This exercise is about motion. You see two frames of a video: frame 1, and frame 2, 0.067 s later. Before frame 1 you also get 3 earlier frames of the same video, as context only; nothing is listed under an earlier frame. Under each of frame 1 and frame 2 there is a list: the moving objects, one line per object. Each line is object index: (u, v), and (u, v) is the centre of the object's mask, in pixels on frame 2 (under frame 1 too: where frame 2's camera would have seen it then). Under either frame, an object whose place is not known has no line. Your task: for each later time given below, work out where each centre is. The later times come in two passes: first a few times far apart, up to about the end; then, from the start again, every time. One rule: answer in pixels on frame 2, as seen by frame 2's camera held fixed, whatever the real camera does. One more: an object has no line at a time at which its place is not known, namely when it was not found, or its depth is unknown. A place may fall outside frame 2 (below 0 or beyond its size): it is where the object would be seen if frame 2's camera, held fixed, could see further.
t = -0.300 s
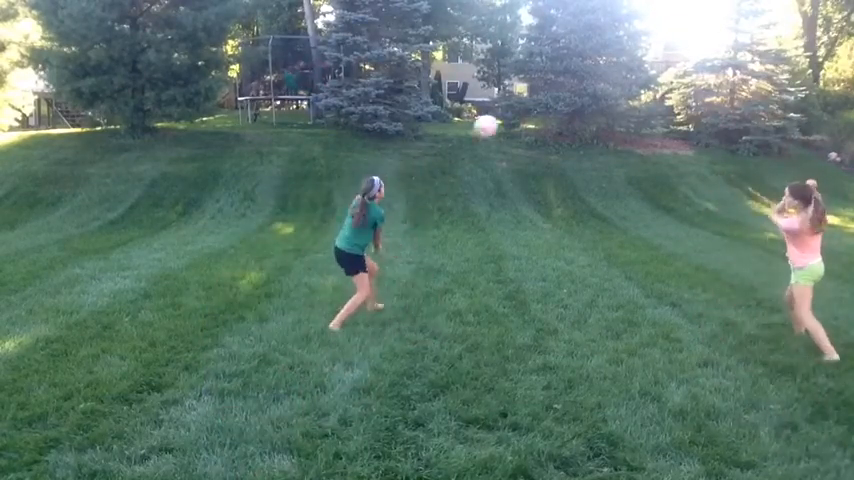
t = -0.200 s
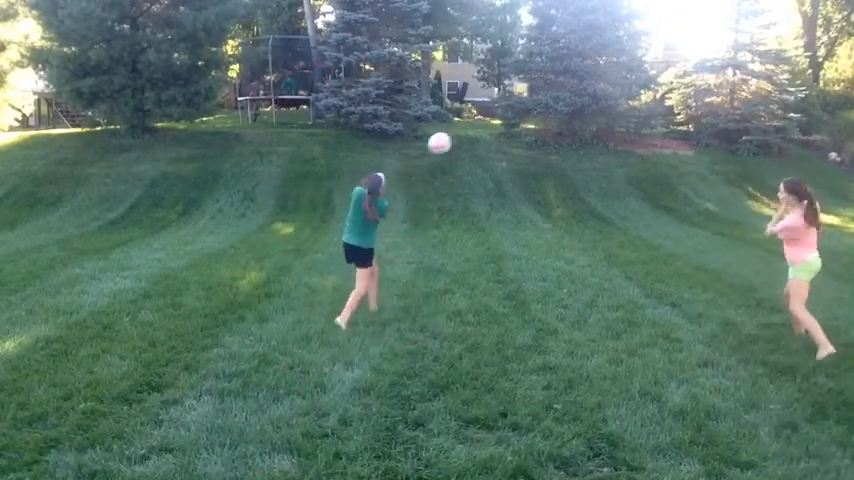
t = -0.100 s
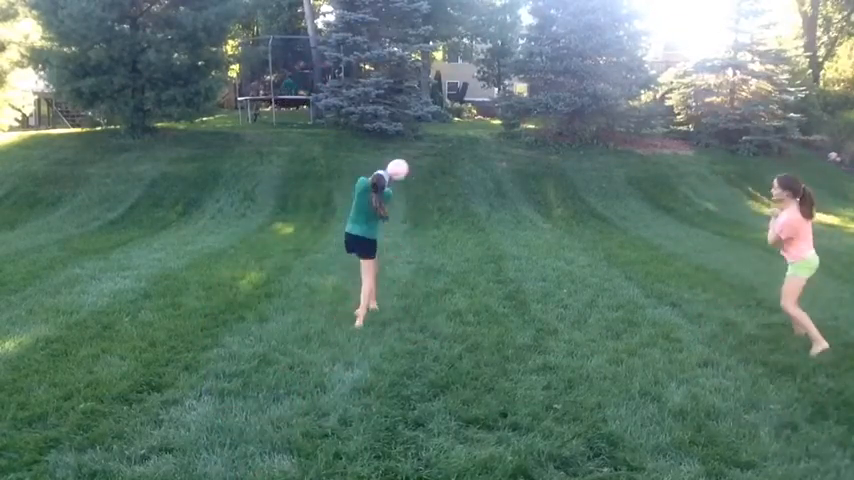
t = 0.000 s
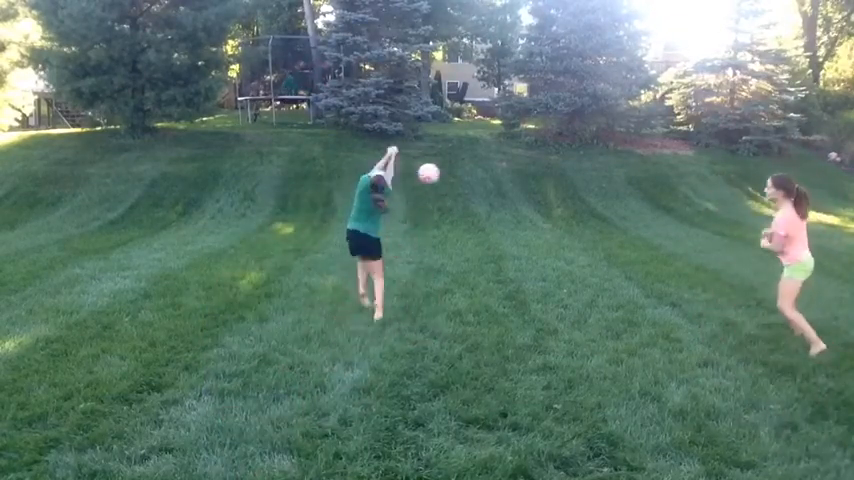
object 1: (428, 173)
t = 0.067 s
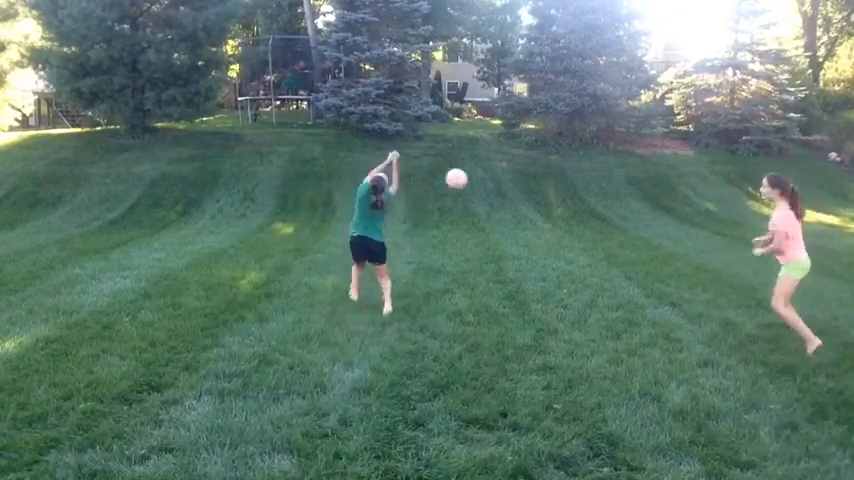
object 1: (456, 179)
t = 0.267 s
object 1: (533, 218)
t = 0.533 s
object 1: (615, 278)
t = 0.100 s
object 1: (470, 182)
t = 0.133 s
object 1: (483, 188)
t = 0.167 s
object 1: (496, 194)
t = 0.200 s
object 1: (509, 201)
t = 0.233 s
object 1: (521, 210)
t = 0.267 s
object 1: (533, 218)
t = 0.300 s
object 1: (545, 229)
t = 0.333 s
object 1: (556, 239)
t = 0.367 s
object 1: (568, 251)
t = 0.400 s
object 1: (579, 263)
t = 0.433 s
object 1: (589, 277)
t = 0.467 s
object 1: (599, 288)
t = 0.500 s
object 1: (607, 284)
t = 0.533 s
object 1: (615, 278)
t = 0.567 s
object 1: (623, 273)
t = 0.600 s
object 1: (630, 269)
